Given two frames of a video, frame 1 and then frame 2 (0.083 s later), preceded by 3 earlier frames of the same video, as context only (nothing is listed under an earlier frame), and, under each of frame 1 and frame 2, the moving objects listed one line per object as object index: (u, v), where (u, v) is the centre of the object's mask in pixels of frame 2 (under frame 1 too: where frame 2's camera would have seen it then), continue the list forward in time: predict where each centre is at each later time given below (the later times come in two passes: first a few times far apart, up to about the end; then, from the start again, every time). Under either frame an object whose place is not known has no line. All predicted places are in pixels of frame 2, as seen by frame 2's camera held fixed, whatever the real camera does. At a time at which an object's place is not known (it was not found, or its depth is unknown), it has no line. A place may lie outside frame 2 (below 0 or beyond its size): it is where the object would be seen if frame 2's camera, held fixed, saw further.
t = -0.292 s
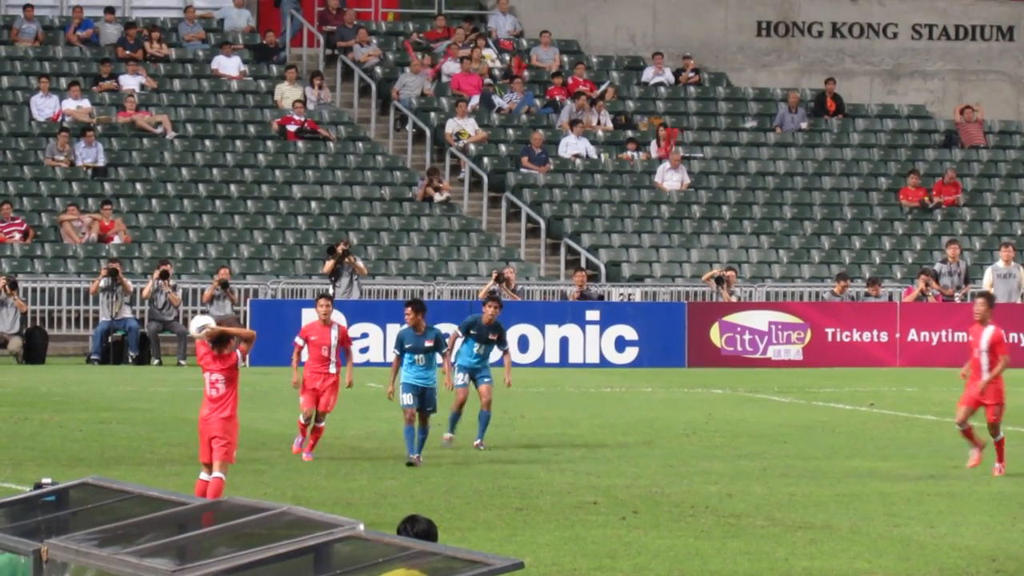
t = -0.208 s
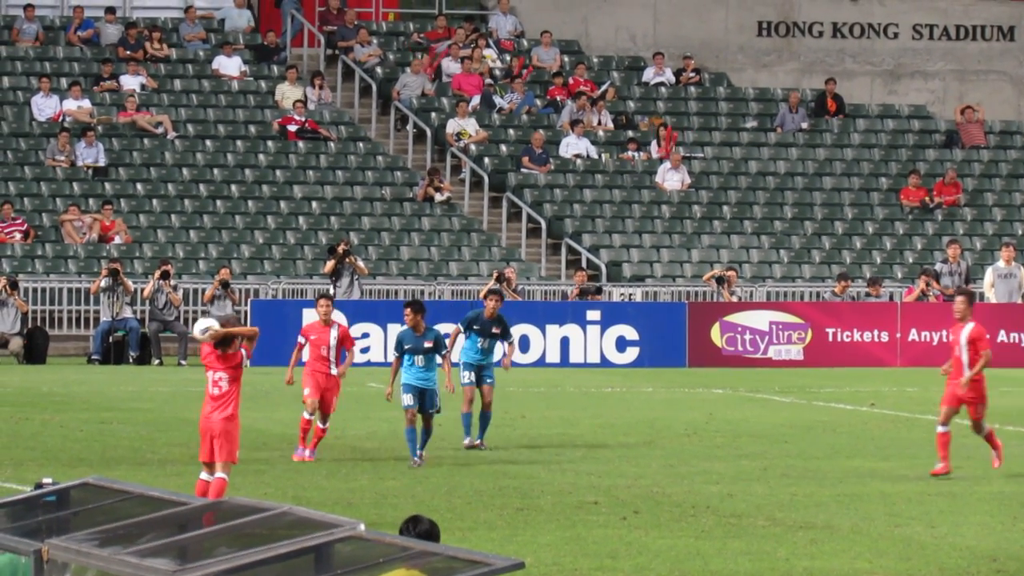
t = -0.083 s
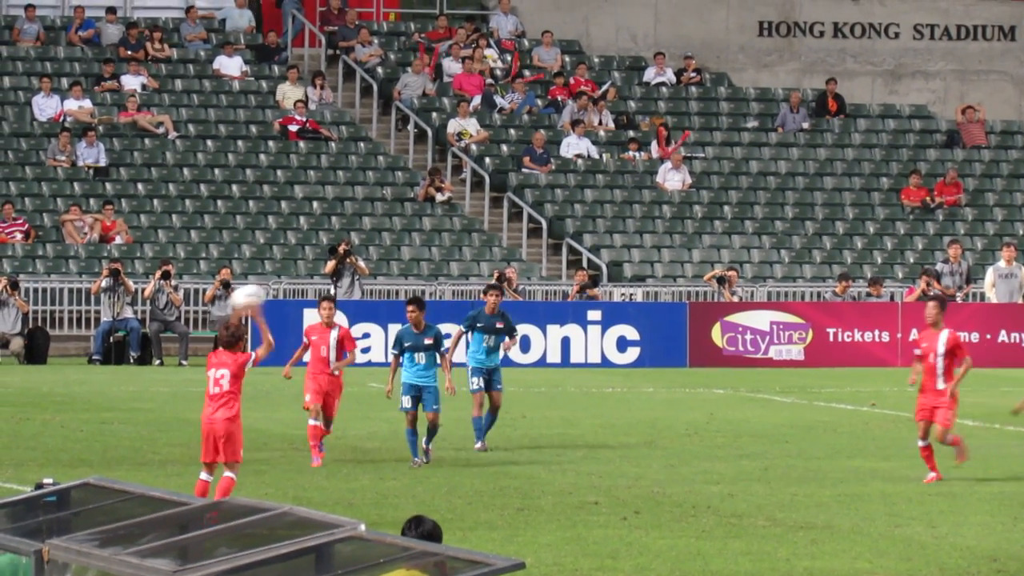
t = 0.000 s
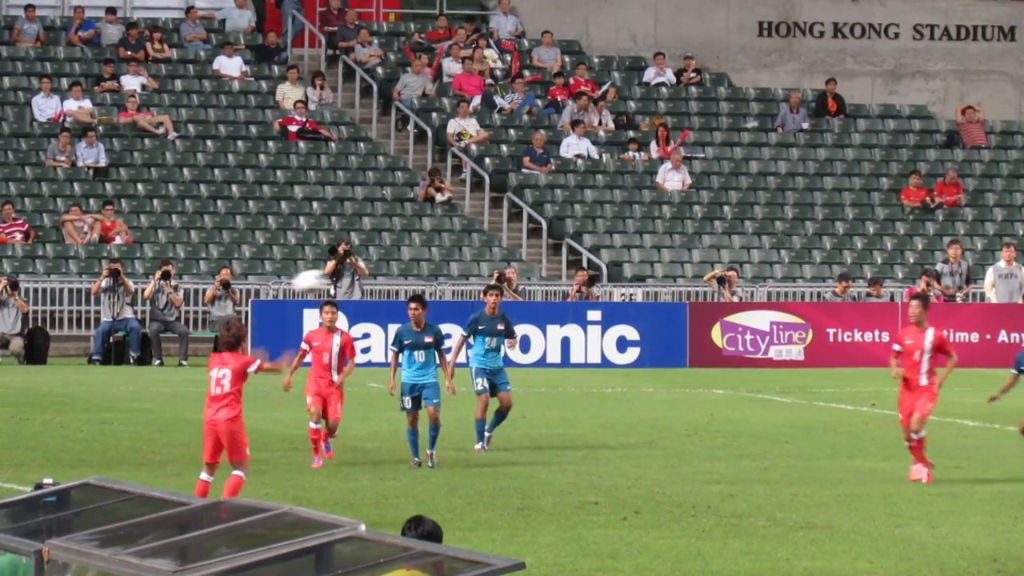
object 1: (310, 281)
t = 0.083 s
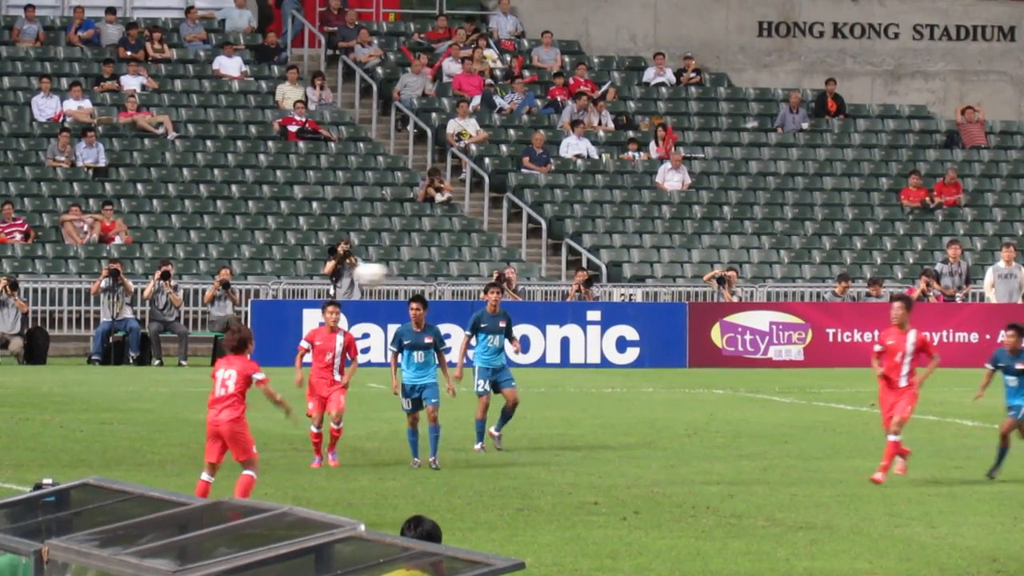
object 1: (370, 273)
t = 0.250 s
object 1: (485, 282)
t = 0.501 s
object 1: (649, 354)
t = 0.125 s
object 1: (400, 272)
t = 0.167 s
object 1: (430, 274)
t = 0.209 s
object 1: (458, 277)
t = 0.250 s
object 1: (485, 282)
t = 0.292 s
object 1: (514, 289)
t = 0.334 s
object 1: (542, 300)
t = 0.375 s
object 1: (569, 310)
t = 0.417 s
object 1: (595, 322)
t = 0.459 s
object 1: (624, 339)
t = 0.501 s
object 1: (649, 354)
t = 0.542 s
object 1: (672, 371)
